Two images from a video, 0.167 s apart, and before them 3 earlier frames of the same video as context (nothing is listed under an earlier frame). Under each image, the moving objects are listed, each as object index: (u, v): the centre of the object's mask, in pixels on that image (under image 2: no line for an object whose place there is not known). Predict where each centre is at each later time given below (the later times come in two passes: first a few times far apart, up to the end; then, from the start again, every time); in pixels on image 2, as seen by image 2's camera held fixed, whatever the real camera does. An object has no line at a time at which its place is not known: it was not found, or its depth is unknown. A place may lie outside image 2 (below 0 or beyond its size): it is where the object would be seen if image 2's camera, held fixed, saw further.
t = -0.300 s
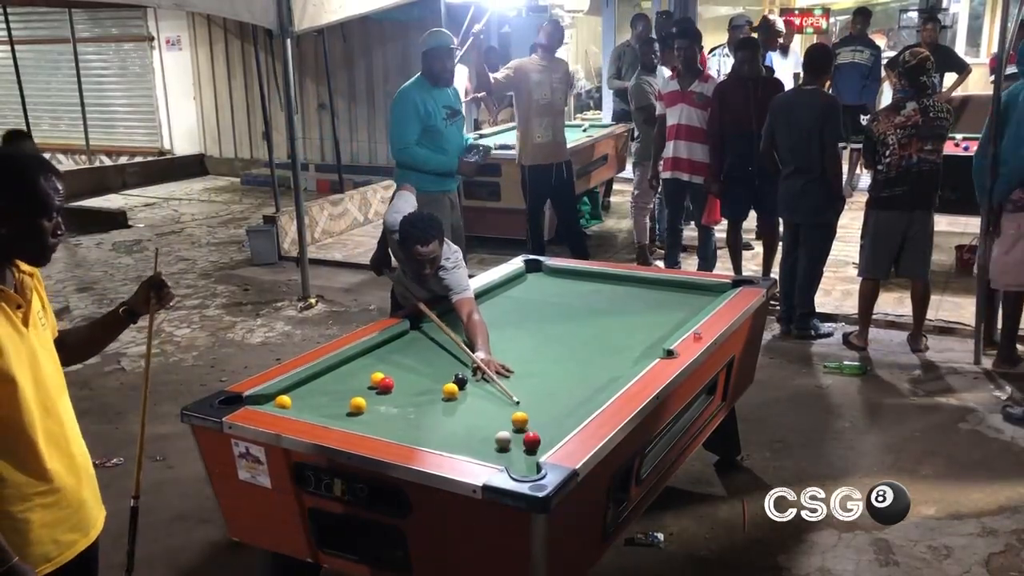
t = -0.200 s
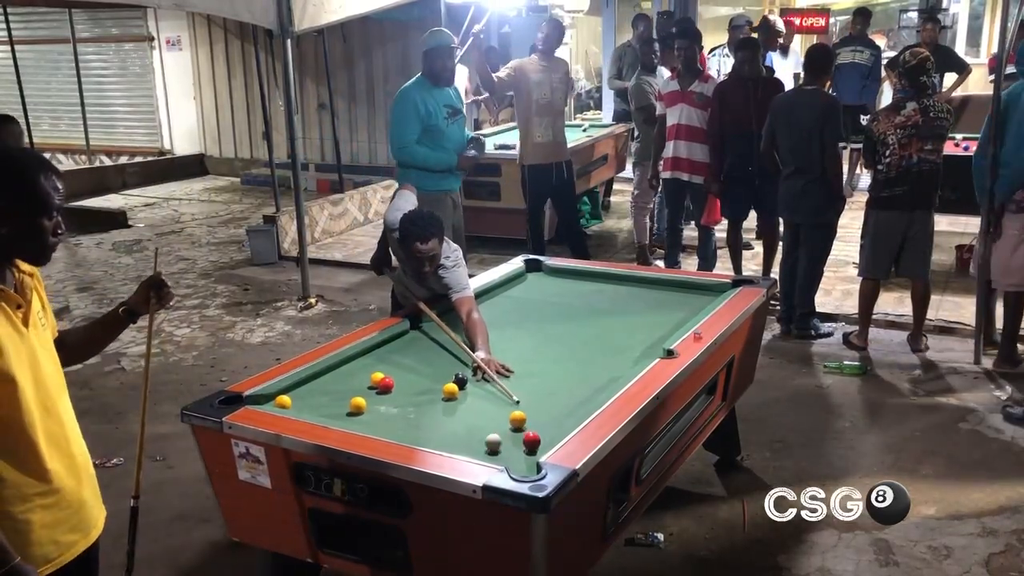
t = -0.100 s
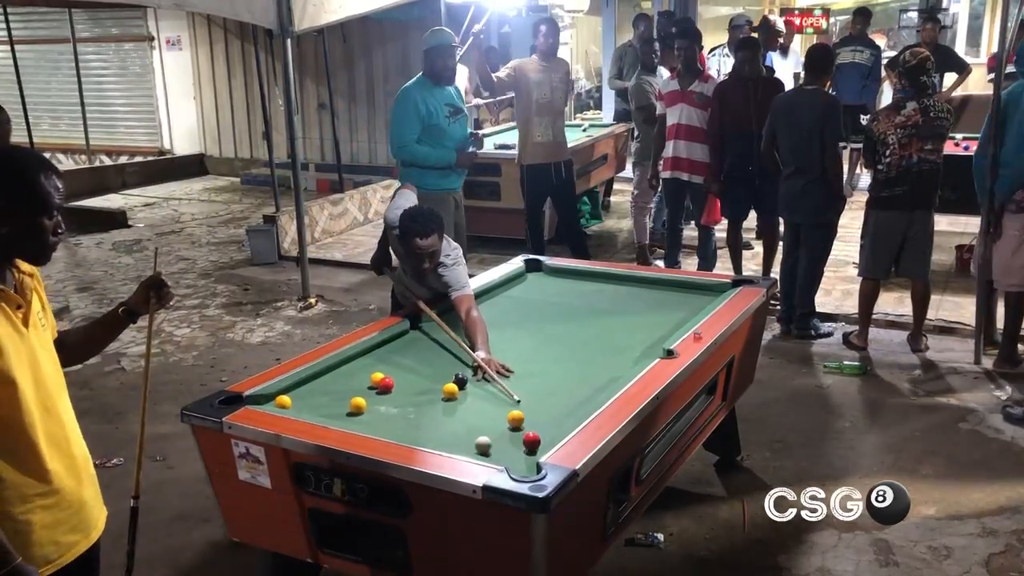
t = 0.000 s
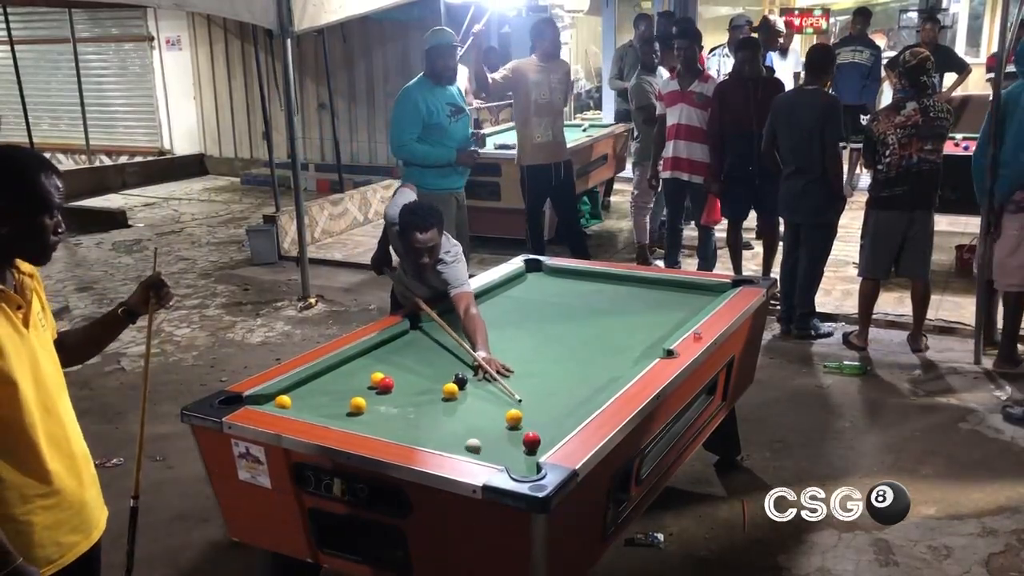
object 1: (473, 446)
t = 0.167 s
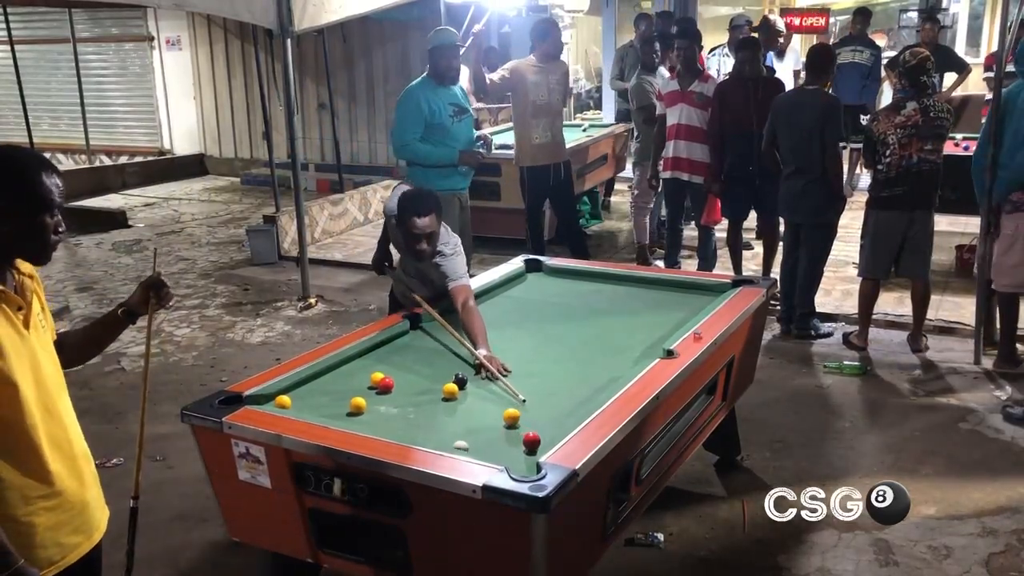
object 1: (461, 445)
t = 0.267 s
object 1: (461, 444)
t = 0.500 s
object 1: (460, 440)
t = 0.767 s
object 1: (461, 433)
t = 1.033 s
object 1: (462, 428)
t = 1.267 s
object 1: (463, 425)
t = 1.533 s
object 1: (462, 422)
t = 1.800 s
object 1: (461, 421)
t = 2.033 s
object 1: (461, 420)
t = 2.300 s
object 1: (461, 420)
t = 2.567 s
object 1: (461, 420)
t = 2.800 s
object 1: (461, 420)
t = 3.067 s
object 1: (461, 420)
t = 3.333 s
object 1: (461, 420)
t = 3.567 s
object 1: (461, 420)
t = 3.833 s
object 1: (461, 420)
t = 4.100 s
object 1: (461, 420)
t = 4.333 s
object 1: (461, 420)
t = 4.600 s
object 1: (461, 420)
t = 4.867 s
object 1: (461, 420)
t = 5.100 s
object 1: (461, 420)
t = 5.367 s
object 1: (461, 420)
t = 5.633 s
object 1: (461, 420)
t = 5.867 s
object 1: (461, 420)
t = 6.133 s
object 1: (461, 420)
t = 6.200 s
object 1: (461, 420)
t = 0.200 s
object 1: (461, 445)
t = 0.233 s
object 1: (461, 444)
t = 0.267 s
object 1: (461, 444)
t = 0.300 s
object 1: (461, 443)
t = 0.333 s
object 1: (461, 443)
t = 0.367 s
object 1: (461, 442)
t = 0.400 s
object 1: (460, 442)
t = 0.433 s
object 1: (460, 441)
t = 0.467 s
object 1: (460, 441)
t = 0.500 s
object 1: (460, 440)
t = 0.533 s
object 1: (460, 439)
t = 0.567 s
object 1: (461, 438)
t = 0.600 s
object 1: (461, 437)
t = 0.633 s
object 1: (461, 436)
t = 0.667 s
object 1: (461, 435)
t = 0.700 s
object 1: (461, 434)
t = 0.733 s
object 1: (461, 434)
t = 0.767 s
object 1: (461, 433)
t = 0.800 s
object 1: (462, 432)
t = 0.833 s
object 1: (462, 432)
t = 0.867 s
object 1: (462, 431)
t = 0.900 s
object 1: (462, 431)
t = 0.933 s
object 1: (462, 430)
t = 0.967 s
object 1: (462, 430)
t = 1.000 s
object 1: (462, 429)
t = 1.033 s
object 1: (462, 428)
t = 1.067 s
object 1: (462, 428)
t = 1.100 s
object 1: (463, 428)
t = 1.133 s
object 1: (462, 427)
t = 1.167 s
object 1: (463, 426)
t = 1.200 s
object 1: (462, 426)
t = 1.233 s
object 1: (463, 426)
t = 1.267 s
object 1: (463, 425)
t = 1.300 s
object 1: (463, 425)
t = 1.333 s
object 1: (462, 424)
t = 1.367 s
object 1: (462, 424)
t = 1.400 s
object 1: (462, 424)
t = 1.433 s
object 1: (462, 423)
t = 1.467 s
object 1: (462, 423)
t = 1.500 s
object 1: (462, 423)
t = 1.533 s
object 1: (462, 422)
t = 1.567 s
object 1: (462, 422)
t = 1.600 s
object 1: (462, 422)
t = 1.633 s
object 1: (461, 422)
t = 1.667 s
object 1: (461, 421)
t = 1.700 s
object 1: (461, 421)
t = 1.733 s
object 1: (461, 421)
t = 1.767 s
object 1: (461, 421)
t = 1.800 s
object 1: (461, 421)
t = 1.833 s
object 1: (461, 420)
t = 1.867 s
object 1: (461, 420)
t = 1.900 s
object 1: (461, 420)
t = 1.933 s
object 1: (461, 420)
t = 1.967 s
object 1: (461, 420)
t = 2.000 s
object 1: (461, 420)
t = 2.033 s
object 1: (461, 420)
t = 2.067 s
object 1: (461, 420)
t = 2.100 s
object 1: (461, 420)
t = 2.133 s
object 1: (461, 419)
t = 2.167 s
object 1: (461, 420)
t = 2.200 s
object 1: (461, 419)
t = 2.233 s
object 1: (461, 420)
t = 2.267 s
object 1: (461, 419)
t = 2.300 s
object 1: (461, 420)
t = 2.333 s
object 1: (461, 420)
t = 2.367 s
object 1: (461, 419)
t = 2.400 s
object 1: (461, 420)
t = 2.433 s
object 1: (461, 420)
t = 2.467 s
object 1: (461, 420)
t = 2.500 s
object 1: (461, 420)
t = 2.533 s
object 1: (461, 420)
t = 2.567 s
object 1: (461, 420)
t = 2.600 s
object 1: (461, 420)
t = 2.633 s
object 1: (461, 420)
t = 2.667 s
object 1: (461, 420)
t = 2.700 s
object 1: (461, 420)
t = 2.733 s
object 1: (461, 420)
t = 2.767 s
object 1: (461, 420)
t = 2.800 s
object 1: (461, 420)
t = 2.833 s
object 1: (461, 420)
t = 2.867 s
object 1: (461, 420)
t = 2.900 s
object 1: (461, 420)
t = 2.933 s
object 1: (461, 420)
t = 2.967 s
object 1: (461, 420)
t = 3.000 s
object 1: (461, 420)
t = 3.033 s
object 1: (461, 420)
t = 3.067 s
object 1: (461, 420)
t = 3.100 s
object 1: (461, 420)
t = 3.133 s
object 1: (461, 420)
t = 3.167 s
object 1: (461, 420)
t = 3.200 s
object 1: (461, 420)
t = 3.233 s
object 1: (461, 420)
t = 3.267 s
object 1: (461, 420)
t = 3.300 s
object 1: (461, 420)
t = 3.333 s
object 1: (461, 420)
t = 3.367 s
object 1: (461, 420)
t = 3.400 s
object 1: (461, 420)
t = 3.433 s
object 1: (461, 420)
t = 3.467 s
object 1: (461, 420)
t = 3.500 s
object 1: (461, 420)
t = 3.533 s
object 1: (461, 420)
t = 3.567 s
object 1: (461, 420)
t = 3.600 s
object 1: (461, 420)
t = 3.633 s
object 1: (461, 420)
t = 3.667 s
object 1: (461, 420)
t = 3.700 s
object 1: (461, 420)
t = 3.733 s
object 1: (461, 420)
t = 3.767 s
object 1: (461, 420)
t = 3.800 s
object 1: (461, 420)
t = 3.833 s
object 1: (461, 420)
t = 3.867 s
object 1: (461, 420)
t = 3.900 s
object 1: (461, 420)
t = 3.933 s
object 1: (461, 420)
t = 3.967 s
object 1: (461, 420)
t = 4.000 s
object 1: (461, 420)
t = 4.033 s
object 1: (461, 420)
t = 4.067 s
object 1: (461, 420)
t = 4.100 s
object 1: (461, 420)
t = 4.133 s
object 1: (461, 420)
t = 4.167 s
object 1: (461, 420)
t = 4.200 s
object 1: (461, 420)
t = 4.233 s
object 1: (461, 420)
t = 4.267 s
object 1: (461, 420)
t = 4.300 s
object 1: (461, 420)
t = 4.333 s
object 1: (461, 420)
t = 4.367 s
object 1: (461, 420)
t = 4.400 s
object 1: (461, 420)
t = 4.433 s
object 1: (461, 420)
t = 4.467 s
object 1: (461, 420)
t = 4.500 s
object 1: (461, 420)
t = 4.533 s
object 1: (461, 420)
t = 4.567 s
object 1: (461, 420)
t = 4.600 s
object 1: (461, 420)
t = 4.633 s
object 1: (461, 420)
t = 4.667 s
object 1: (461, 420)
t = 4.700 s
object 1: (461, 420)
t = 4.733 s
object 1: (461, 420)
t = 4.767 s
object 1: (461, 420)
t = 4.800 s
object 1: (461, 420)
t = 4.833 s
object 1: (461, 420)
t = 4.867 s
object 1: (461, 420)
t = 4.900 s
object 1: (461, 420)
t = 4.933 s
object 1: (461, 420)
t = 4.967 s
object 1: (461, 420)
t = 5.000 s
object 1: (461, 420)
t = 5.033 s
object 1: (461, 420)
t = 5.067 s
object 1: (461, 420)
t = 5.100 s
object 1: (461, 420)
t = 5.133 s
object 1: (461, 420)
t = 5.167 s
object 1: (461, 420)
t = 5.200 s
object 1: (461, 420)
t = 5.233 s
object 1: (461, 420)
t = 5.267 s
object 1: (461, 420)
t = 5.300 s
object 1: (461, 420)
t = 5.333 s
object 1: (461, 420)
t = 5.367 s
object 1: (461, 420)
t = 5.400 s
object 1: (461, 420)
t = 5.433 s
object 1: (461, 420)
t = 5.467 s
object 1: (461, 420)
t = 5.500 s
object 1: (461, 420)
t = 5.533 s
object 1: (461, 420)
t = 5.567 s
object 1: (461, 420)
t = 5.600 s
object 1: (461, 420)
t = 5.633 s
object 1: (461, 420)
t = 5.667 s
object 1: (461, 420)
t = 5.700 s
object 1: (461, 420)
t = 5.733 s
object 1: (461, 420)
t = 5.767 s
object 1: (461, 420)
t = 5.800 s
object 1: (461, 420)
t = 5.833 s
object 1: (461, 420)
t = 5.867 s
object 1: (461, 420)
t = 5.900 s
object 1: (461, 420)
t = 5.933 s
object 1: (461, 420)
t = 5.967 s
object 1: (461, 420)
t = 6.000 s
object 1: (461, 420)
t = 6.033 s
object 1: (461, 420)
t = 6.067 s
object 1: (461, 420)
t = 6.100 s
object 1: (461, 420)
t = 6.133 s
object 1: (461, 420)
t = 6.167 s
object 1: (461, 420)
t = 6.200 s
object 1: (461, 420)
